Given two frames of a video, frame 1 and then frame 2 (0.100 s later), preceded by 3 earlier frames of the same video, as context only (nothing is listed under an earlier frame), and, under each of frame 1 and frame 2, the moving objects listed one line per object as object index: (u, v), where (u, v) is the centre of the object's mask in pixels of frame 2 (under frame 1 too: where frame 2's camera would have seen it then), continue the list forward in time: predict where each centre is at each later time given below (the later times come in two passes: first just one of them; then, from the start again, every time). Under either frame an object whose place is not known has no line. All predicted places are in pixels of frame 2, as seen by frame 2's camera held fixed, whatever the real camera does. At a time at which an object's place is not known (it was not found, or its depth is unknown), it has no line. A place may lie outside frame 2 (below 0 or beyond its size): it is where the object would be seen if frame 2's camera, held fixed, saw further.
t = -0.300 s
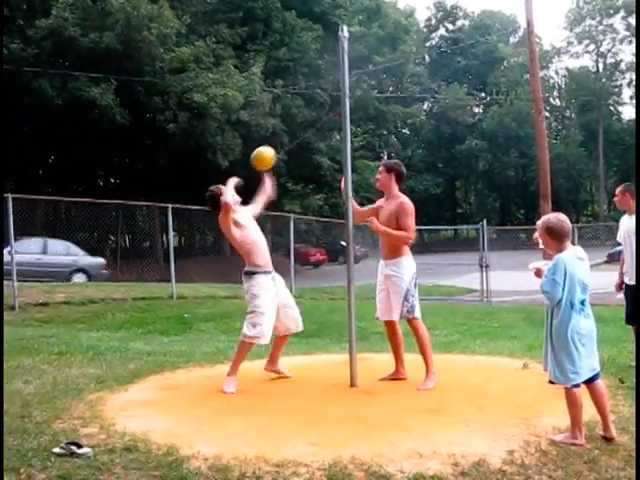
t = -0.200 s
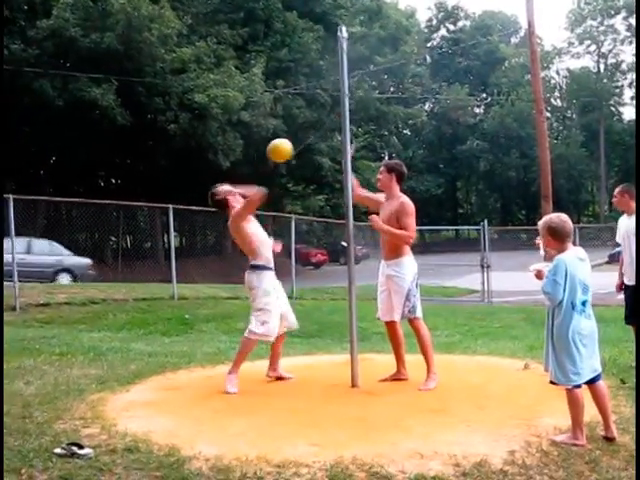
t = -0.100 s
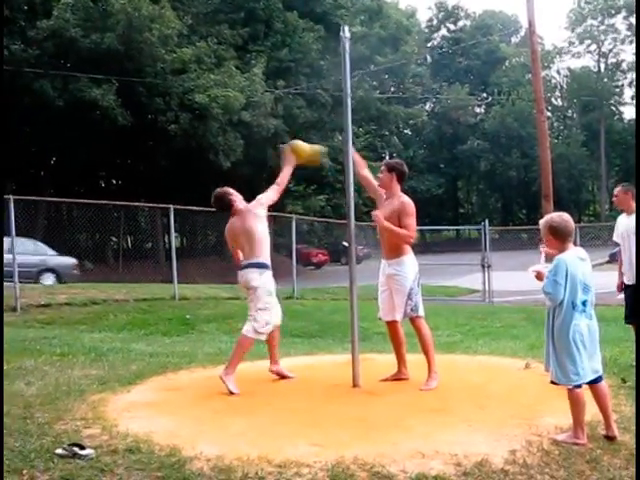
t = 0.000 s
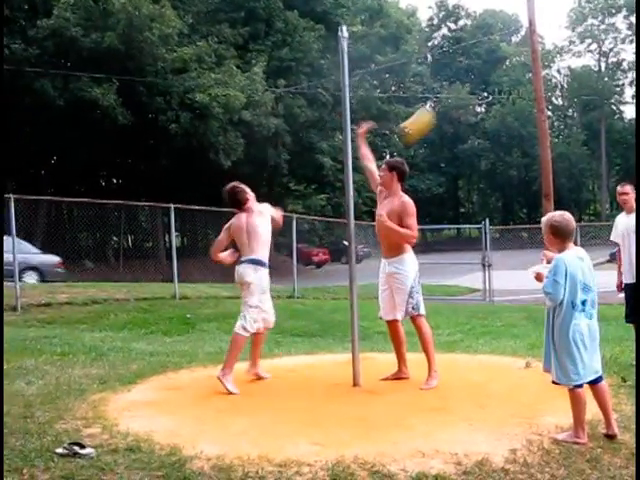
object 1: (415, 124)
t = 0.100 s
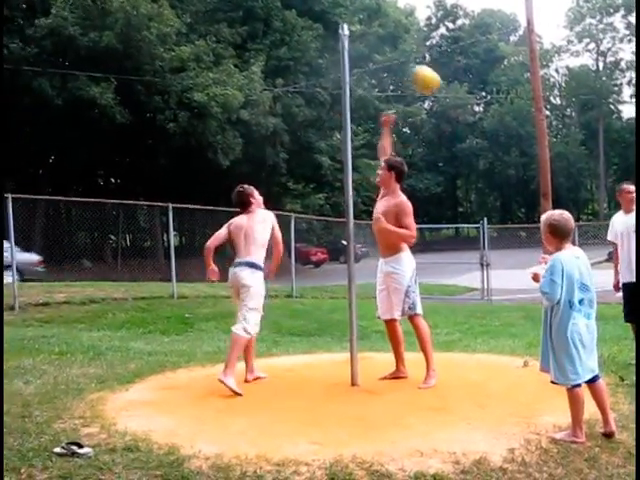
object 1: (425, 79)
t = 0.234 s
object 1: (374, 87)
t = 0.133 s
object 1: (414, 74)
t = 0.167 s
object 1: (400, 73)
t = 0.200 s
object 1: (387, 77)
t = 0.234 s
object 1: (374, 87)
